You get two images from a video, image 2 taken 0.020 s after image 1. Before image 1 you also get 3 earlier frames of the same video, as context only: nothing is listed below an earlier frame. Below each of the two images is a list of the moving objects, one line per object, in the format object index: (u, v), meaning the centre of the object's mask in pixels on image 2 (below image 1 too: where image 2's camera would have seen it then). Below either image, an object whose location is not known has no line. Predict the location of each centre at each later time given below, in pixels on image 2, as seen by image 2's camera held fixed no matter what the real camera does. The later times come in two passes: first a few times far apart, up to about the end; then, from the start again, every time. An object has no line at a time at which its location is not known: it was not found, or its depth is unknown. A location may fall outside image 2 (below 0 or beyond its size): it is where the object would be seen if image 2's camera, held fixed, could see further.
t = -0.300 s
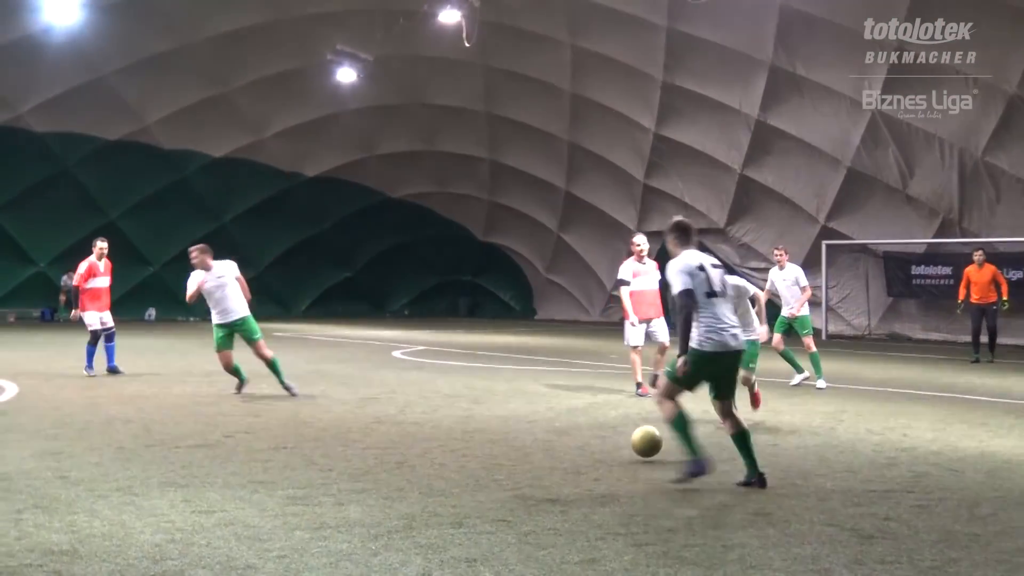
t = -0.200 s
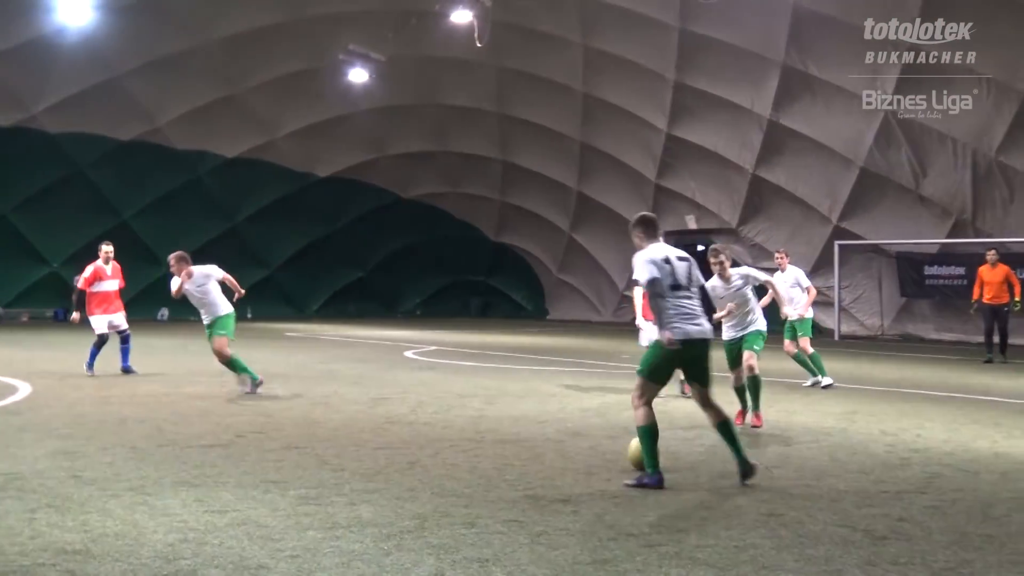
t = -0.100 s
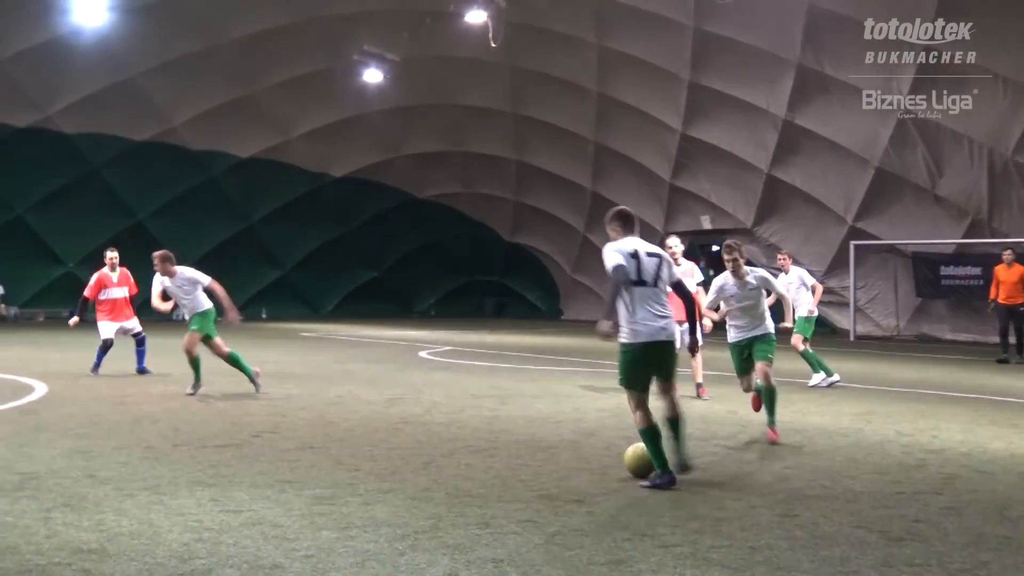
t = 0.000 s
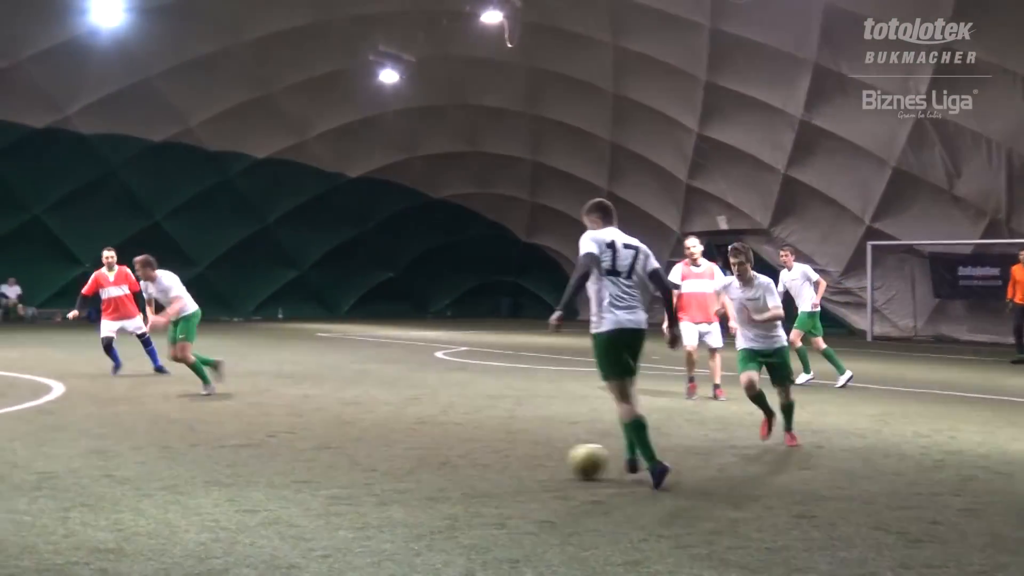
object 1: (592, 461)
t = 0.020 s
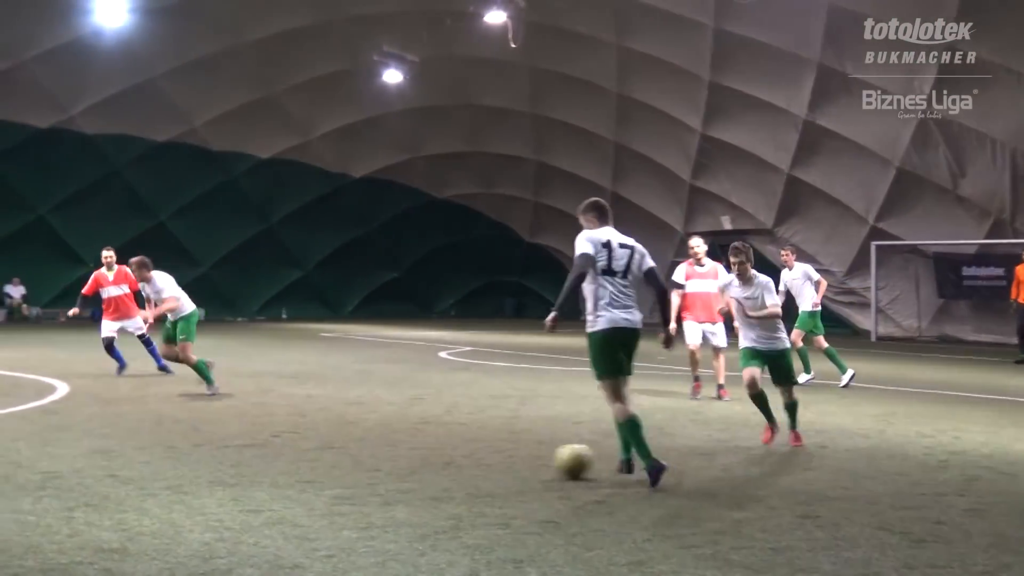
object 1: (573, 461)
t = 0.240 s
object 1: (395, 458)
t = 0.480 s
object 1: (233, 457)
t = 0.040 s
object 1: (555, 460)
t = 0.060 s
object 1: (538, 460)
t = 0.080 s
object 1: (521, 459)
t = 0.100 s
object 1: (504, 458)
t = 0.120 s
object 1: (487, 458)
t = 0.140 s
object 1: (471, 459)
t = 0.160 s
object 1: (456, 458)
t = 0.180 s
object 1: (440, 458)
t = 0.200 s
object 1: (425, 458)
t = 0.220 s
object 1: (410, 459)
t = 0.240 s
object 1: (395, 458)
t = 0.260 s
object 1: (381, 458)
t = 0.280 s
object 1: (367, 457)
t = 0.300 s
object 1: (352, 458)
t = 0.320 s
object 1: (338, 459)
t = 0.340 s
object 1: (326, 458)
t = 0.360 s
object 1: (313, 458)
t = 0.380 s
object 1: (299, 458)
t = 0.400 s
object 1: (286, 458)
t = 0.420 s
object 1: (273, 459)
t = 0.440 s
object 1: (260, 458)
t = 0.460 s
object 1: (246, 457)
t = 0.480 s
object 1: (233, 457)
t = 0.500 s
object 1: (221, 458)
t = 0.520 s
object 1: (207, 458)
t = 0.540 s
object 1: (194, 458)
